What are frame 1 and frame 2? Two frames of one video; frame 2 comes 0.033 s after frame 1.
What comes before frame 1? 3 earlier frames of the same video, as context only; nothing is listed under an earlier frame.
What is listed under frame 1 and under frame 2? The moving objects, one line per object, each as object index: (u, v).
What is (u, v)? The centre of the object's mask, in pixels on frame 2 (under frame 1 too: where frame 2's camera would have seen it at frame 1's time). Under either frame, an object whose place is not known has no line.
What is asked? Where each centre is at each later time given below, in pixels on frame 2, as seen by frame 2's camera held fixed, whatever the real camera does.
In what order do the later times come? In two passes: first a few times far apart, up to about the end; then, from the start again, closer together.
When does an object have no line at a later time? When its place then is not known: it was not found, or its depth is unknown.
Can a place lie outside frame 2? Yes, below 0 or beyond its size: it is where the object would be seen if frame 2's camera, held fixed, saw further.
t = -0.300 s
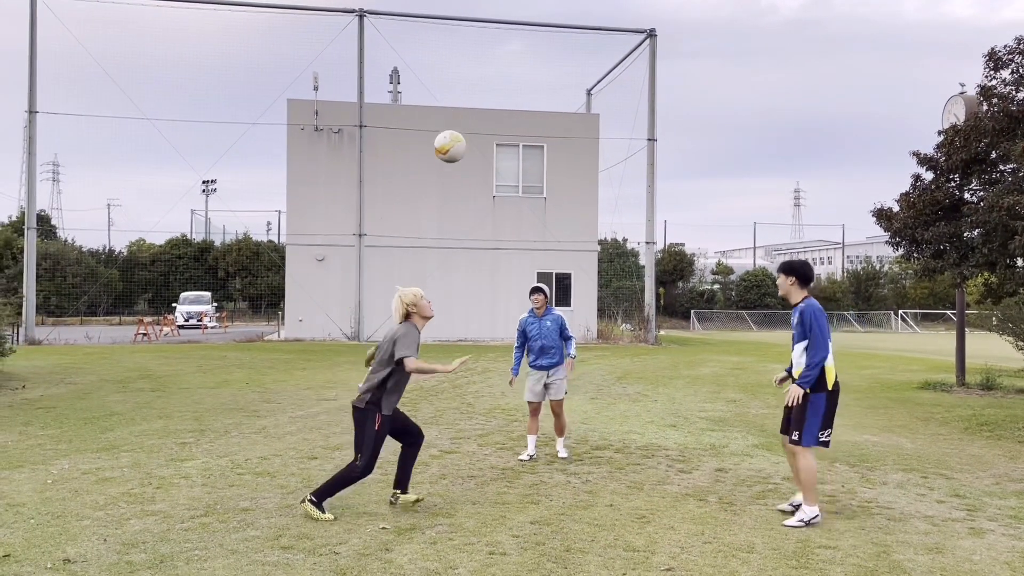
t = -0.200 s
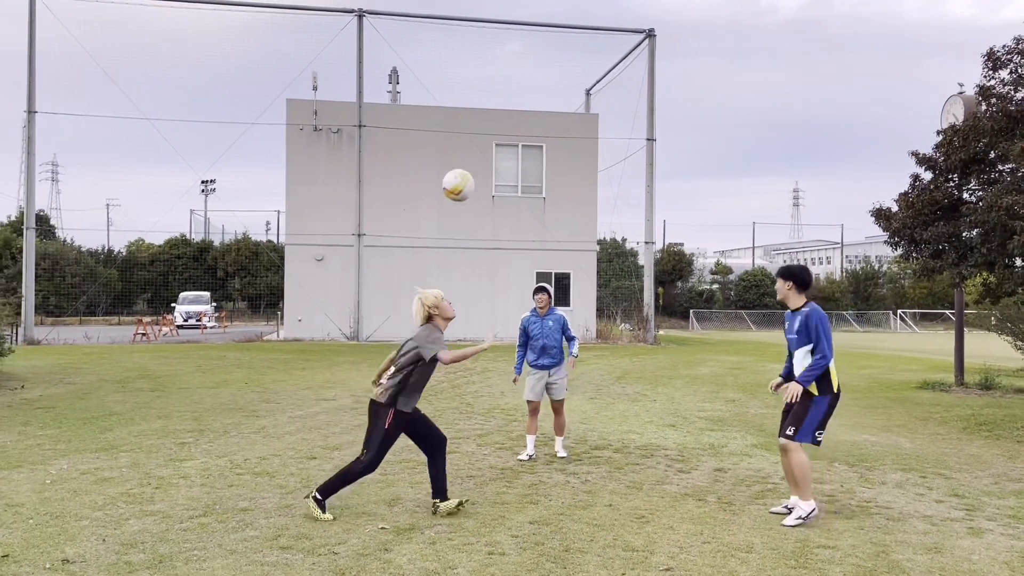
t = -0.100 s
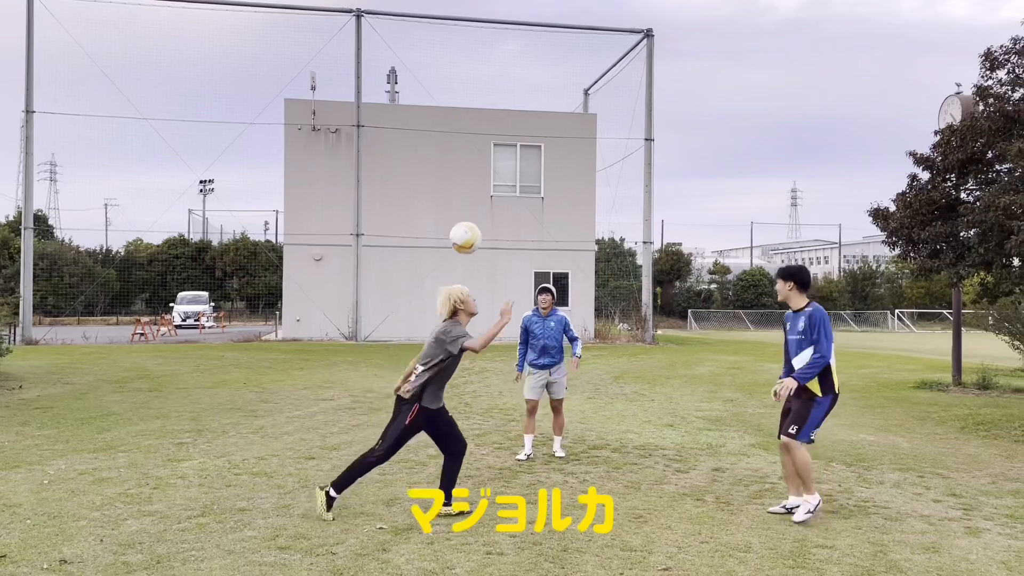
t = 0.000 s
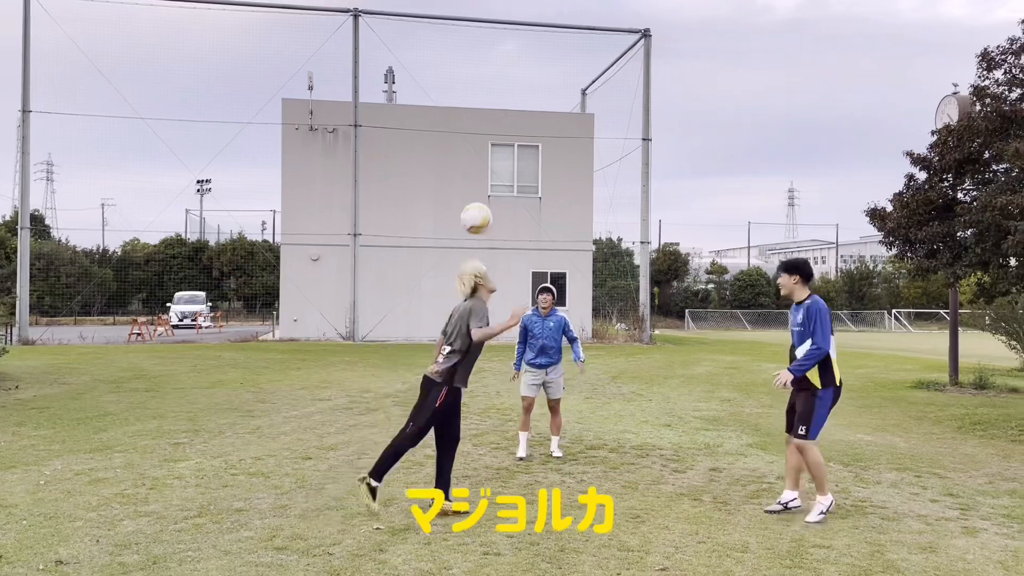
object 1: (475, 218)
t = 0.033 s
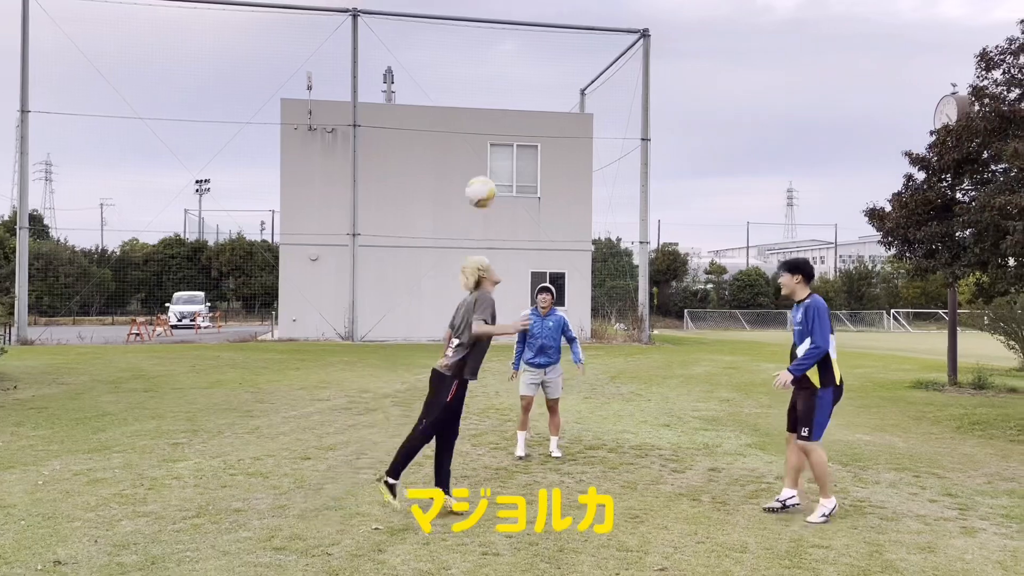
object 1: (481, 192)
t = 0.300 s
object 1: (521, 48)
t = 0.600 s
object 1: (558, 10)
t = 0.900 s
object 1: (589, 74)
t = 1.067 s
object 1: (603, 152)
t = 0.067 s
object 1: (486, 167)
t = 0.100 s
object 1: (492, 145)
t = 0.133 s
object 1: (497, 124)
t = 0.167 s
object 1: (502, 107)
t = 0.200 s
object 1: (507, 89)
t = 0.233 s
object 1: (512, 74)
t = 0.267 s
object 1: (516, 59)
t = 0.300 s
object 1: (521, 48)
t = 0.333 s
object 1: (525, 36)
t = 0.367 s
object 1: (530, 27)
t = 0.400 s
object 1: (534, 20)
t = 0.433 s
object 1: (538, 14)
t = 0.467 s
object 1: (542, 12)
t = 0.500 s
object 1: (546, 10)
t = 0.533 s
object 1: (550, 9)
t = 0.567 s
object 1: (554, 9)
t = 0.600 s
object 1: (558, 10)
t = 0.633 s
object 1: (562, 11)
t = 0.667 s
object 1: (565, 13)
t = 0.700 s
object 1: (569, 18)
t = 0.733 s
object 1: (573, 24)
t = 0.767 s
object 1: (576, 31)
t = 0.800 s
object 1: (579, 40)
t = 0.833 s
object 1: (583, 50)
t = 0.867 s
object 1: (586, 61)
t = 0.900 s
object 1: (589, 74)
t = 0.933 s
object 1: (592, 87)
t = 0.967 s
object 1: (595, 101)
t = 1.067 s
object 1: (603, 152)
